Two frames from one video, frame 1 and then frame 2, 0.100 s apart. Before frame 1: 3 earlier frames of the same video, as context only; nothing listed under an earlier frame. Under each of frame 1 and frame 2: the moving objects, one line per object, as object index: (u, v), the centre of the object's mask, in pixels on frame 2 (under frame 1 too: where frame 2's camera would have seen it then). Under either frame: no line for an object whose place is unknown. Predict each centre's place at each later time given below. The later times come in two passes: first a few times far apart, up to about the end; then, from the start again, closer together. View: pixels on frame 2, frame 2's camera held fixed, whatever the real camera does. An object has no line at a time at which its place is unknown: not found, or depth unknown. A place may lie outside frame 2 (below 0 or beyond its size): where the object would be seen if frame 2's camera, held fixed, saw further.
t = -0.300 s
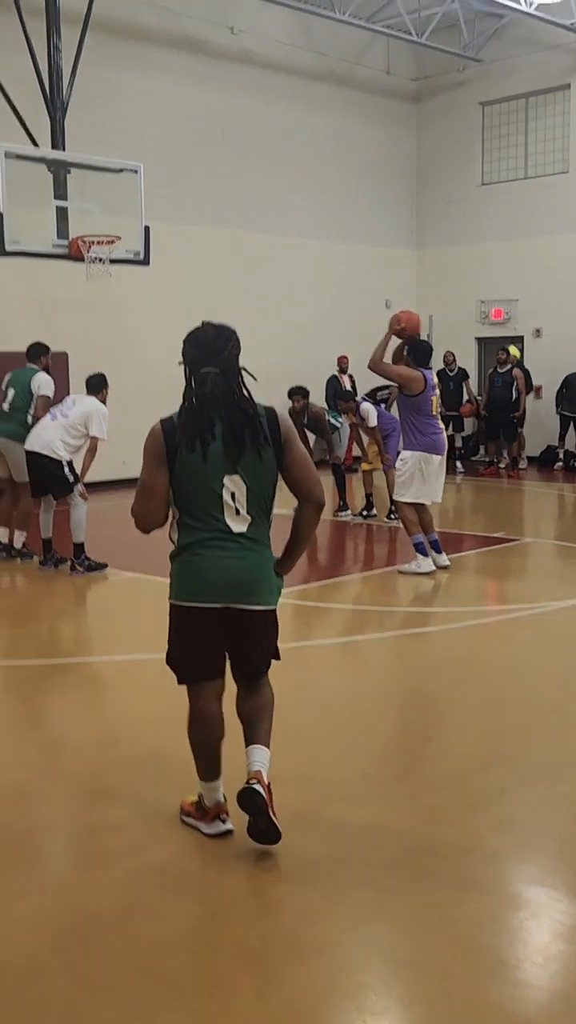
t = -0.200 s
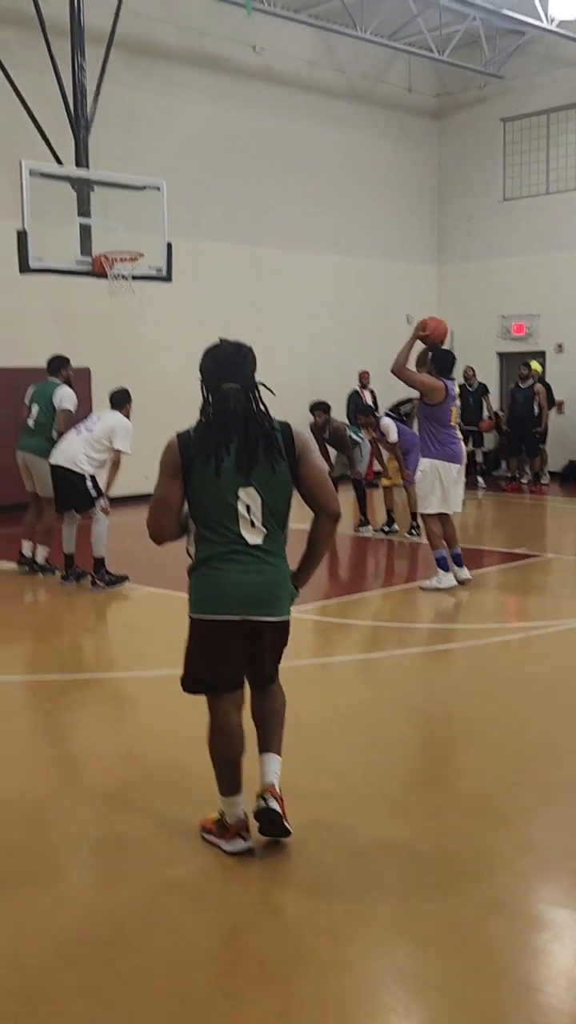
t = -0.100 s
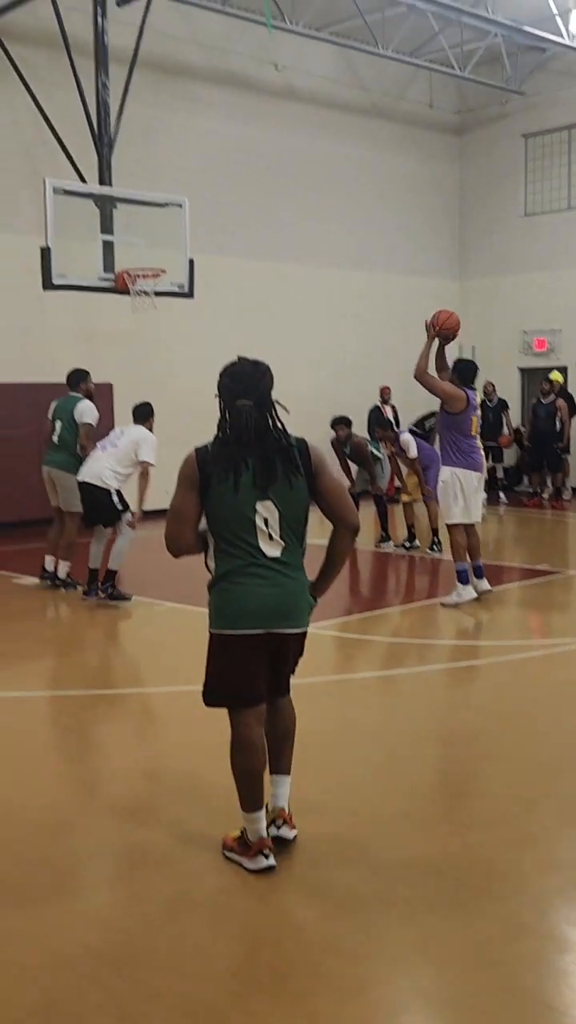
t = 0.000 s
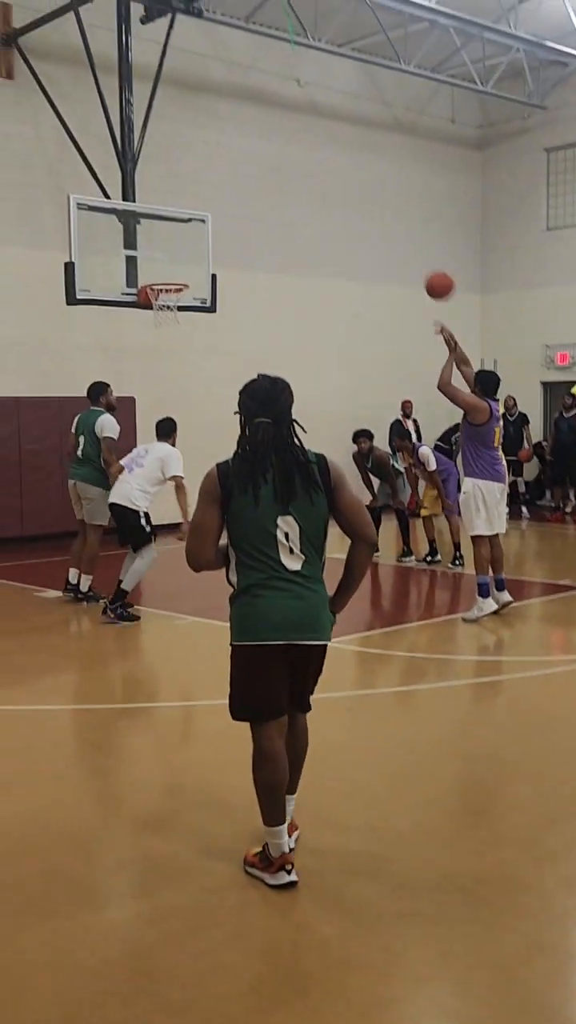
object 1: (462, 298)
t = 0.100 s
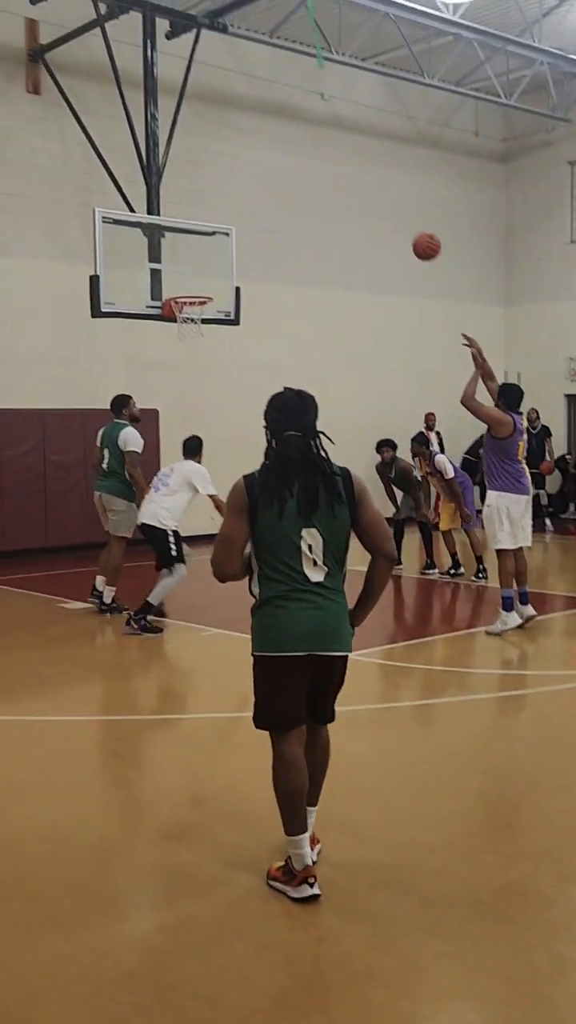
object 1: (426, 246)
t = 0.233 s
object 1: (382, 201)
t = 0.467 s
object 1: (317, 174)
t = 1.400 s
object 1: (235, 259)
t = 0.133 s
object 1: (415, 233)
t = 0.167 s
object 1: (404, 221)
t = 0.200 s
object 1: (393, 210)
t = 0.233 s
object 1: (382, 201)
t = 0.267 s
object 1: (372, 193)
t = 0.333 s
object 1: (353, 181)
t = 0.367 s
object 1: (344, 178)
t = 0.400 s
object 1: (334, 176)
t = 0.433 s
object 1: (326, 174)
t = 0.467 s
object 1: (317, 174)
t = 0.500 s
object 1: (308, 175)
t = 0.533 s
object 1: (300, 178)
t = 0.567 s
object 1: (292, 181)
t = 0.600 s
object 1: (284, 185)
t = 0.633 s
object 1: (276, 190)
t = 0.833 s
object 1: (233, 240)
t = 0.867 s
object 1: (226, 251)
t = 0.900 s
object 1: (219, 263)
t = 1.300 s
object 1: (220, 259)
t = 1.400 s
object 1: (235, 259)
